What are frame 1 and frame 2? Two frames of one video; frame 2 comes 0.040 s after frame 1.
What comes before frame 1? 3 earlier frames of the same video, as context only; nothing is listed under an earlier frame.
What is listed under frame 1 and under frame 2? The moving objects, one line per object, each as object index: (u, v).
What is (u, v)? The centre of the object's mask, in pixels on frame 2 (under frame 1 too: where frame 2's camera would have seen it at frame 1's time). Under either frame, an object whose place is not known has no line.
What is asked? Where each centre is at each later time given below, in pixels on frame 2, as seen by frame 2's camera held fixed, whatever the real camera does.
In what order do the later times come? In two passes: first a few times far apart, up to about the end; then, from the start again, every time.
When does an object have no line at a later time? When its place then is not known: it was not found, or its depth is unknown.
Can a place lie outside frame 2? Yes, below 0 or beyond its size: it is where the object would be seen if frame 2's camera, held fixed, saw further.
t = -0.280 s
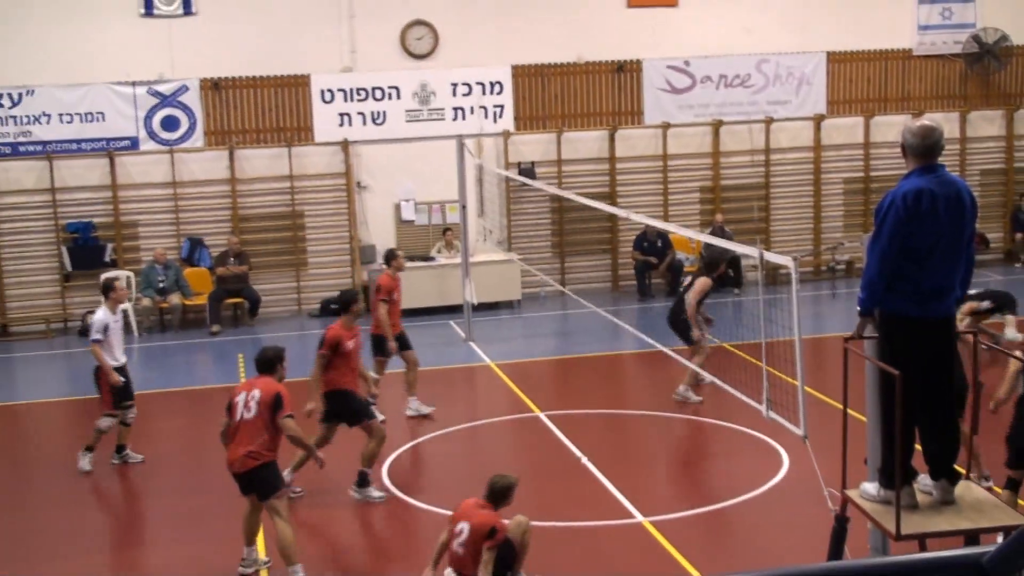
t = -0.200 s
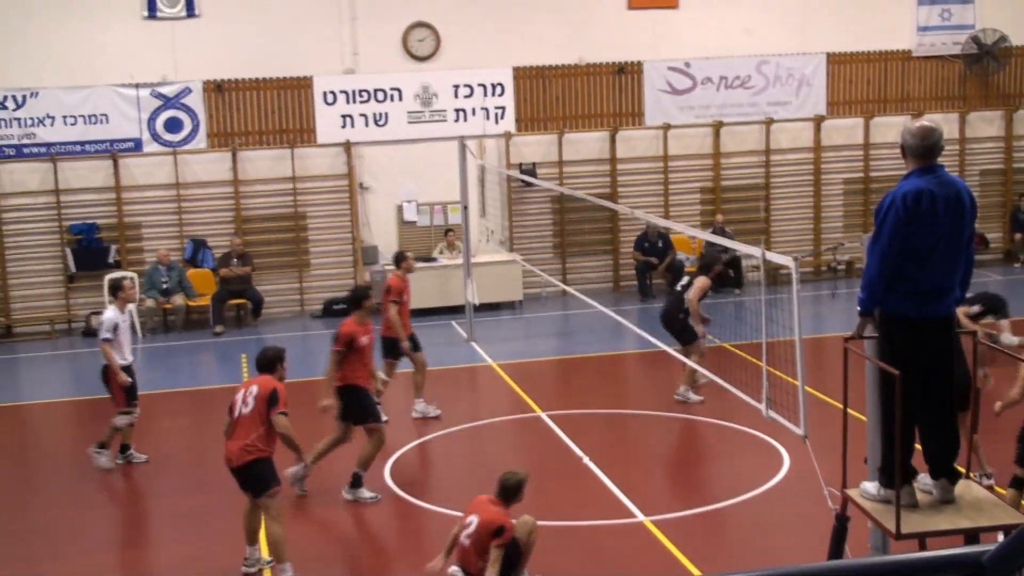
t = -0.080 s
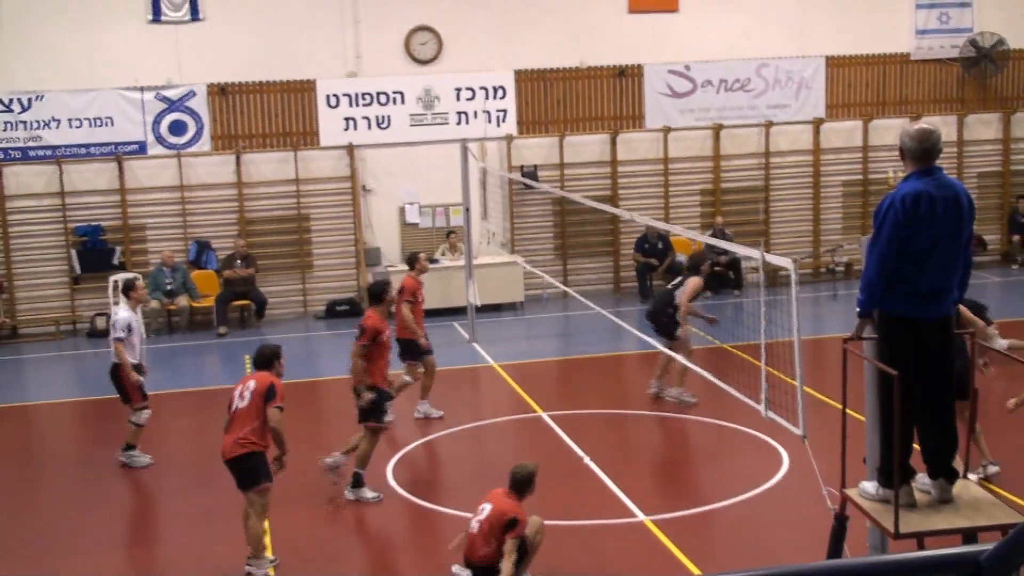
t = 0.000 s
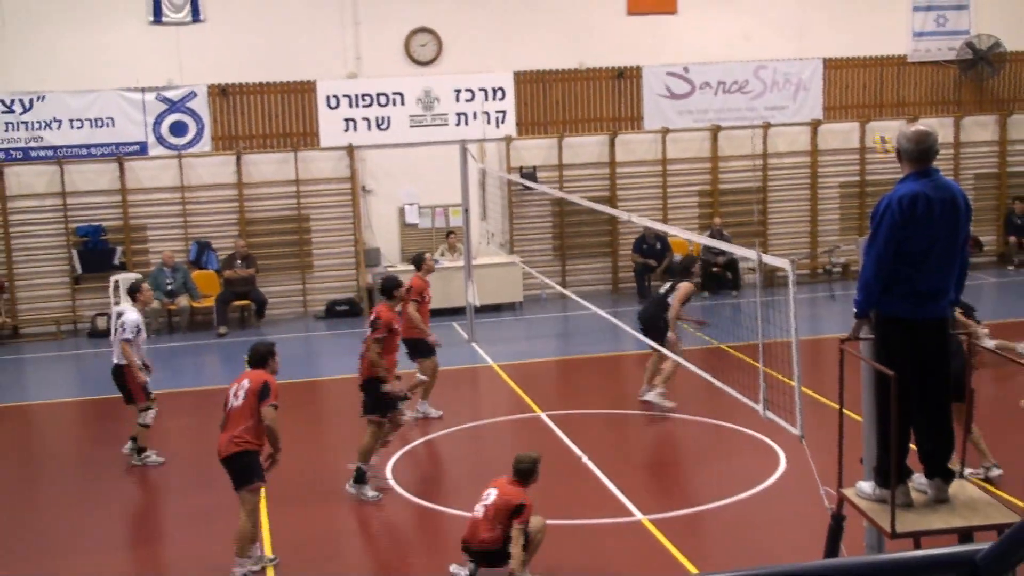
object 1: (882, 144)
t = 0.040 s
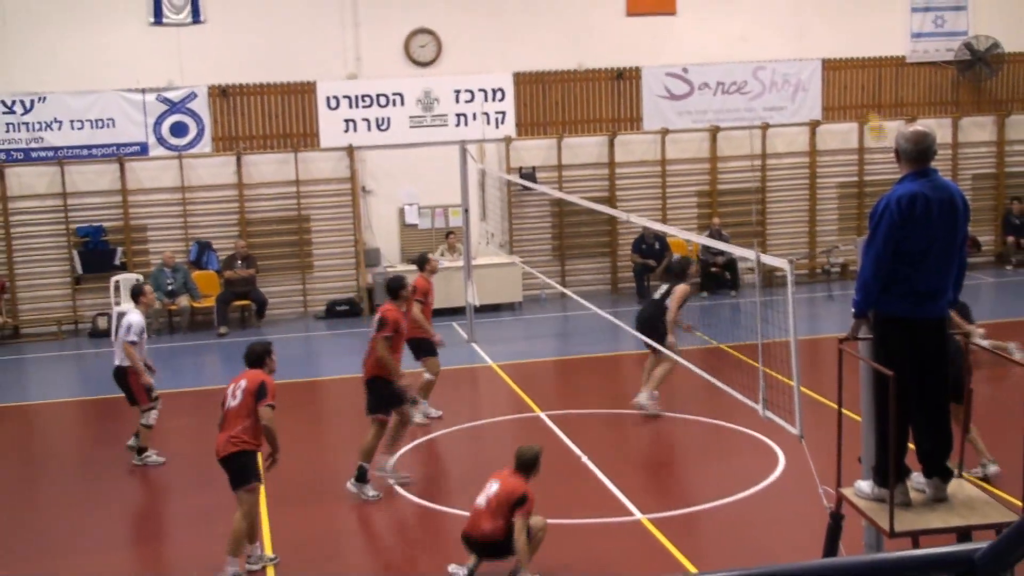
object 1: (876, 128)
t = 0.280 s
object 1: (847, 48)
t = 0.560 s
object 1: (815, 15)
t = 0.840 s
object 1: (783, 50)
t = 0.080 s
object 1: (871, 109)
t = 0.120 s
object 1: (867, 95)
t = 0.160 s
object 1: (861, 78)
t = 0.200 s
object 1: (856, 66)
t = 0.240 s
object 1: (852, 56)
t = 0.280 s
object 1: (847, 48)
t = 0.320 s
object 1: (842, 38)
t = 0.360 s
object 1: (837, 31)
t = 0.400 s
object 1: (832, 25)
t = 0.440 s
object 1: (828, 20)
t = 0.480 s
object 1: (824, 17)
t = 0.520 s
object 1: (819, 15)
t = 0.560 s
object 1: (815, 15)
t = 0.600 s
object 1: (810, 16)
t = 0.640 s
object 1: (805, 18)
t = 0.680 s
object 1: (801, 21)
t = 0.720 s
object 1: (797, 27)
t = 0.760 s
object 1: (792, 33)
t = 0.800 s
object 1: (787, 41)
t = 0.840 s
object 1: (783, 50)
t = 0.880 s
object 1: (779, 61)
